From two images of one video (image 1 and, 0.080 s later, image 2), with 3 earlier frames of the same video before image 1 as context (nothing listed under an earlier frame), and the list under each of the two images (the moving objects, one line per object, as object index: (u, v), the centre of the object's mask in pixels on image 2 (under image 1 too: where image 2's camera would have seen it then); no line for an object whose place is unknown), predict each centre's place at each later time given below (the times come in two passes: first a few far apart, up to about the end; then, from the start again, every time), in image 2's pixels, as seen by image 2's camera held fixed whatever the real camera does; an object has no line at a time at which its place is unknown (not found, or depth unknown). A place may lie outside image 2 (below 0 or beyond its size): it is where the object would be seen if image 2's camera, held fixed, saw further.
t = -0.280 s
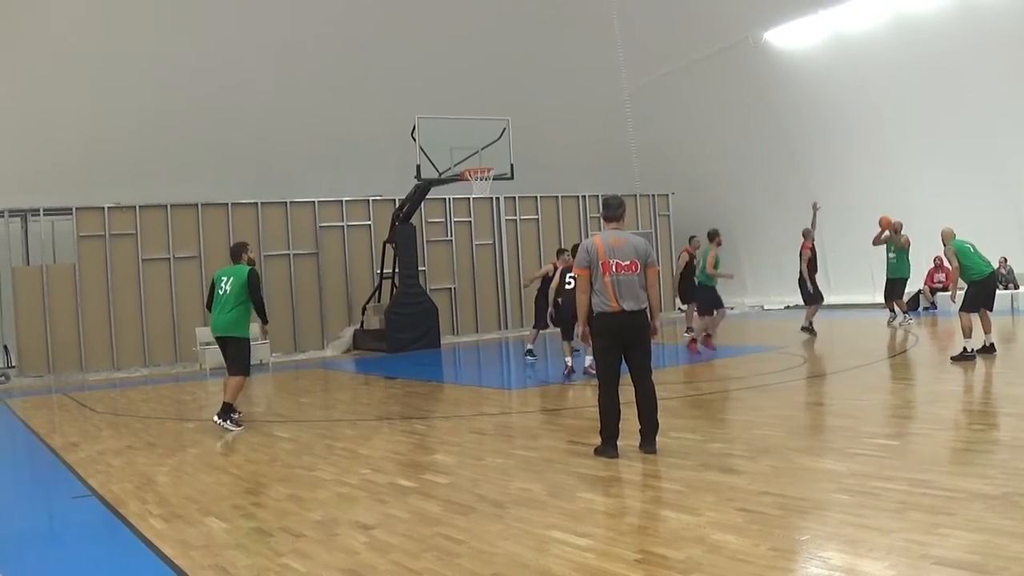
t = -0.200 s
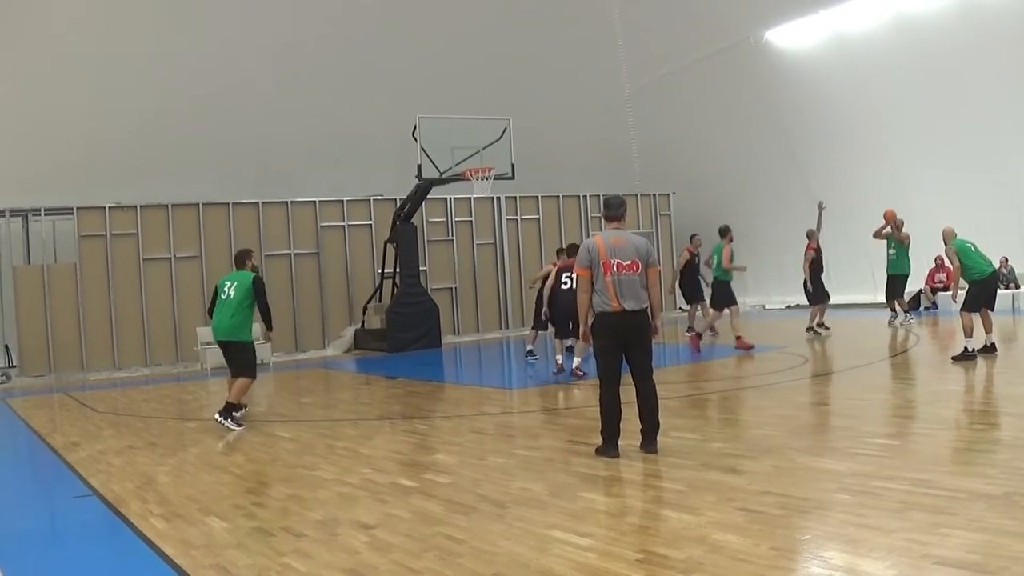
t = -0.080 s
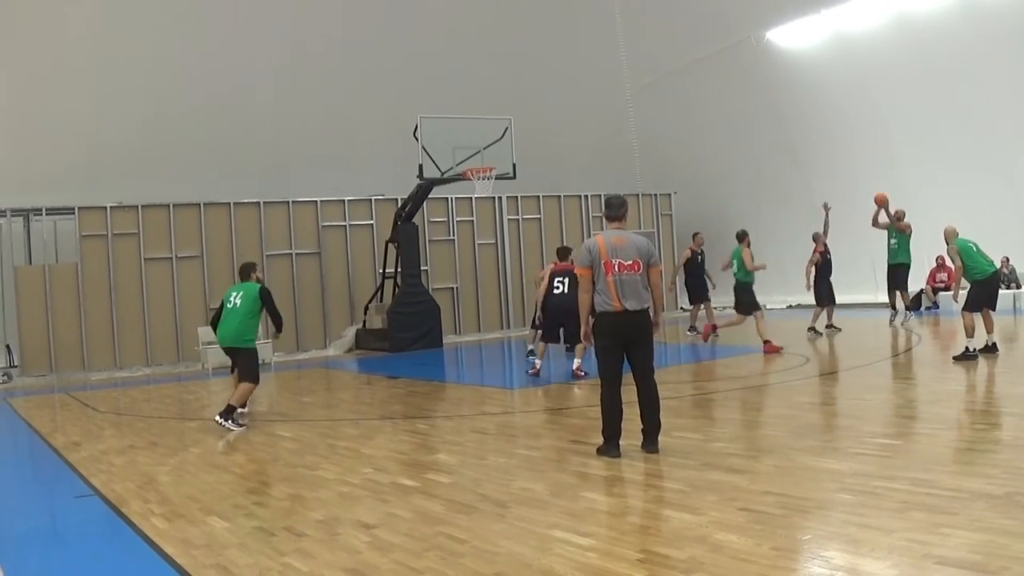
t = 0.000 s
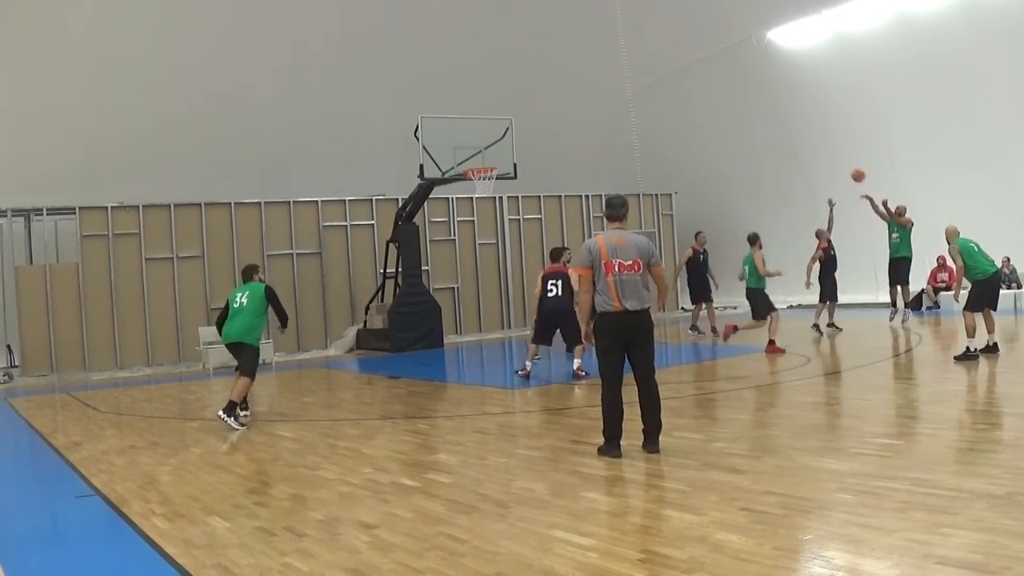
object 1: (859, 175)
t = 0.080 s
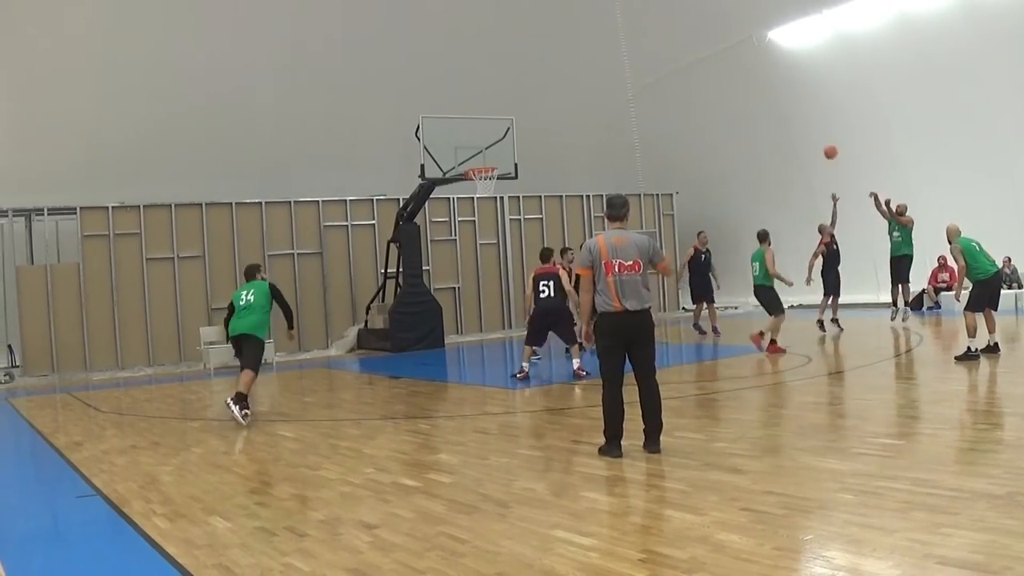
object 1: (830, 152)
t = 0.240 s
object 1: (772, 116)
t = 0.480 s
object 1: (687, 90)
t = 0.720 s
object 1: (603, 96)
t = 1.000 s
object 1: (508, 145)
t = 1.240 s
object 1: (497, 182)
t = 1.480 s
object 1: (518, 189)
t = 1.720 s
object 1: (542, 232)
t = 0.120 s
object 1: (816, 142)
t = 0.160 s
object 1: (801, 132)
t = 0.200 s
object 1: (787, 124)
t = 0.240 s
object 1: (772, 116)
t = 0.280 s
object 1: (758, 110)
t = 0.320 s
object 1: (743, 104)
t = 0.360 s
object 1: (729, 99)
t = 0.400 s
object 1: (715, 95)
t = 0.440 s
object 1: (701, 92)
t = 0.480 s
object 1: (687, 90)
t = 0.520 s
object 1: (672, 88)
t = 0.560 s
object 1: (658, 88)
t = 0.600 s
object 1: (644, 88)
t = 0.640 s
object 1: (630, 90)
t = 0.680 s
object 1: (617, 92)
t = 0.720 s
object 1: (603, 96)
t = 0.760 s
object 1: (589, 100)
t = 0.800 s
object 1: (575, 105)
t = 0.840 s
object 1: (562, 111)
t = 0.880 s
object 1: (548, 118)
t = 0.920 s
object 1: (534, 126)
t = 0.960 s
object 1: (522, 134)
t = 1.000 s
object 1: (508, 145)
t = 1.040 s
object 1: (495, 155)
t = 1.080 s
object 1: (480, 164)
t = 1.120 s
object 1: (480, 175)
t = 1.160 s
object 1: (488, 185)
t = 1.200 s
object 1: (493, 184)
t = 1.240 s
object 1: (497, 182)
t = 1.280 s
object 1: (500, 179)
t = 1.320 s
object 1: (503, 179)
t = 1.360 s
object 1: (506, 180)
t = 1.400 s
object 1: (511, 183)
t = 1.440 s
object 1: (515, 185)
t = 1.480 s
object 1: (518, 189)
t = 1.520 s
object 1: (523, 193)
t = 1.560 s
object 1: (526, 199)
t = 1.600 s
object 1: (531, 205)
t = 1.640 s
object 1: (533, 213)
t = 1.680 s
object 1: (538, 223)
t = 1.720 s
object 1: (542, 232)
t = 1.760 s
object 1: (547, 243)
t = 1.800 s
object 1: (551, 255)
